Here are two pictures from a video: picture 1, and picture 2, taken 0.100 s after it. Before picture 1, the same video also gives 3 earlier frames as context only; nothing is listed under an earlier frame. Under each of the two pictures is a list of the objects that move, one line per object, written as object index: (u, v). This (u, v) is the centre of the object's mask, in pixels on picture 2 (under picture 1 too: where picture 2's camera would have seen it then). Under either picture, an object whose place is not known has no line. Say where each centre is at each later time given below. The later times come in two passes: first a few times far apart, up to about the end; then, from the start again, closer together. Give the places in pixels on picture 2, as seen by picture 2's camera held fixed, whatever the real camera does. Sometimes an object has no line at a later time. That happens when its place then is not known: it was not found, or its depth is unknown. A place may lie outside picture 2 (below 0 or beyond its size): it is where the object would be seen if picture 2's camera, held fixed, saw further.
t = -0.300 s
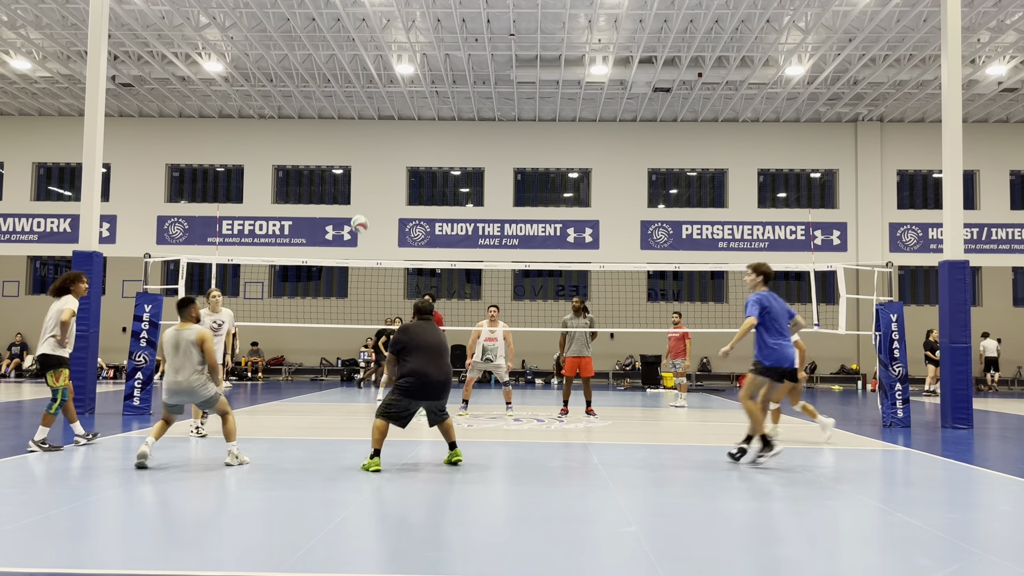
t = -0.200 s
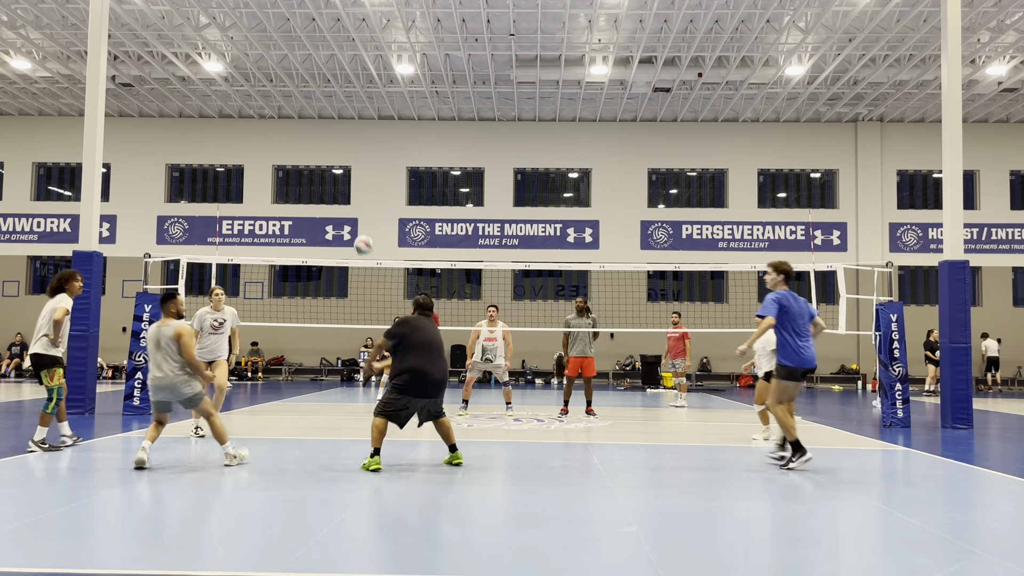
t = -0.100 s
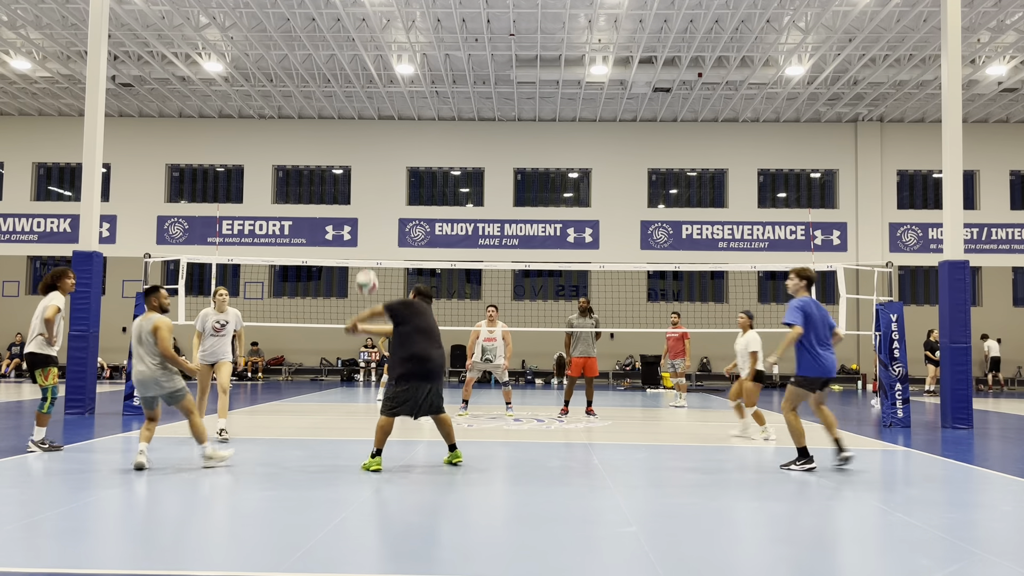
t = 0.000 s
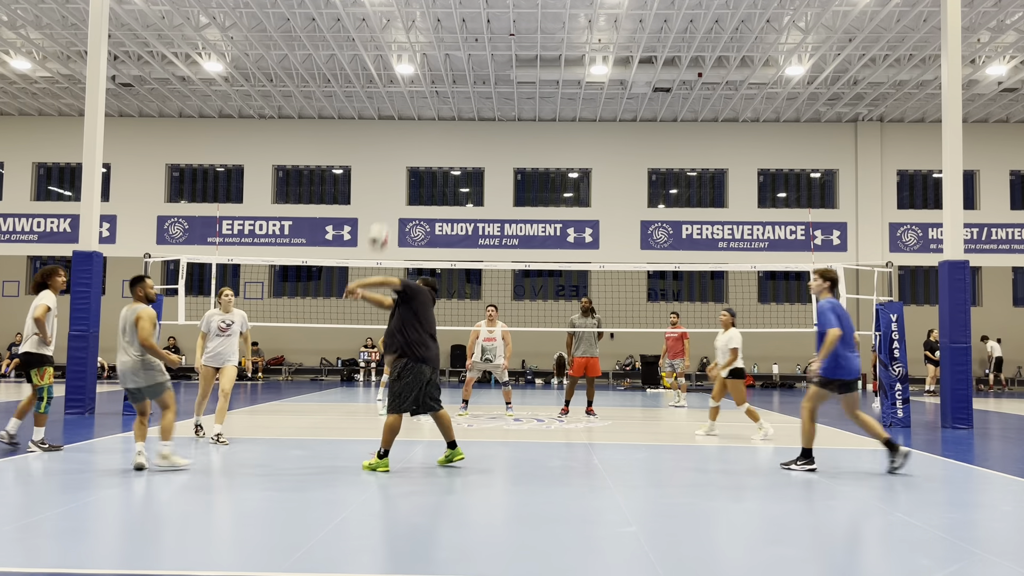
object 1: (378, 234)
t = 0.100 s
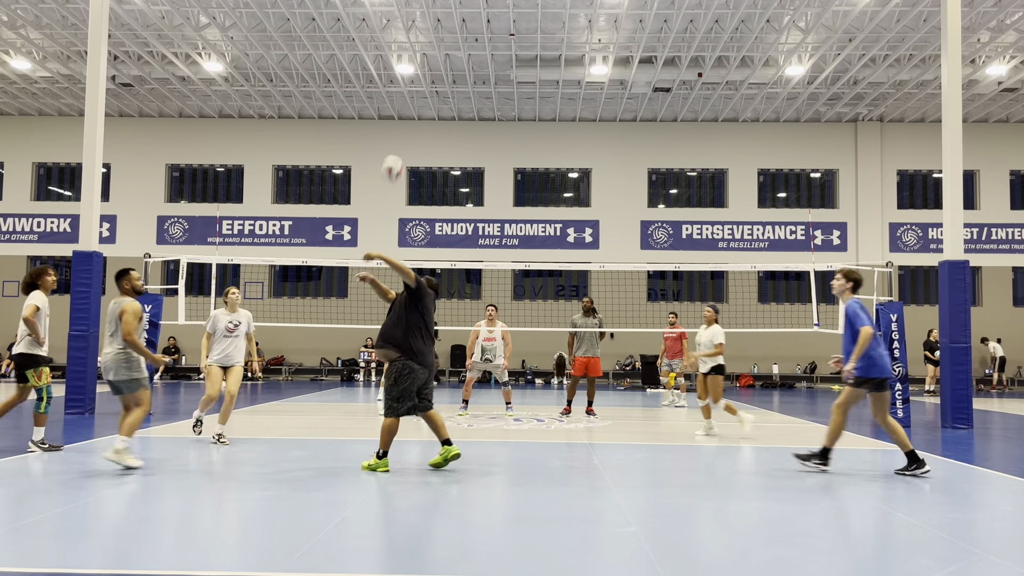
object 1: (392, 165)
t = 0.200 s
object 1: (403, 113)
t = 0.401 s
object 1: (421, 49)
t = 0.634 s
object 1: (438, 27)
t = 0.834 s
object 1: (449, 43)
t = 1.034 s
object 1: (459, 89)
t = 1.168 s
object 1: (465, 135)
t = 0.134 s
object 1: (395, 146)
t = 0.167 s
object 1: (399, 129)
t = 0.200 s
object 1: (403, 113)
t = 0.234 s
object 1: (406, 100)
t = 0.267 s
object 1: (409, 87)
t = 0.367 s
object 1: (418, 57)
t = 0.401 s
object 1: (421, 49)
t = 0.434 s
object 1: (423, 43)
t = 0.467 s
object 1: (426, 37)
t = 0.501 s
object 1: (428, 33)
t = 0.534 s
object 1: (431, 30)
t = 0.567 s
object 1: (433, 28)
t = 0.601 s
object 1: (436, 27)
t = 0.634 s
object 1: (438, 27)
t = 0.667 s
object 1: (440, 27)
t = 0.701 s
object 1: (442, 28)
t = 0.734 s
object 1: (444, 31)
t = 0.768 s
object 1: (446, 34)
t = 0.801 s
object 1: (447, 38)
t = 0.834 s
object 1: (449, 43)
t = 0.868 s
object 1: (451, 49)
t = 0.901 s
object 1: (452, 55)
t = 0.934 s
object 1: (454, 63)
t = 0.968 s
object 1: (456, 71)
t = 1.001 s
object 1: (457, 79)
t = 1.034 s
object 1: (459, 89)
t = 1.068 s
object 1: (460, 100)
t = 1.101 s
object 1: (462, 111)
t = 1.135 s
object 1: (463, 123)
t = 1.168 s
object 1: (465, 135)
